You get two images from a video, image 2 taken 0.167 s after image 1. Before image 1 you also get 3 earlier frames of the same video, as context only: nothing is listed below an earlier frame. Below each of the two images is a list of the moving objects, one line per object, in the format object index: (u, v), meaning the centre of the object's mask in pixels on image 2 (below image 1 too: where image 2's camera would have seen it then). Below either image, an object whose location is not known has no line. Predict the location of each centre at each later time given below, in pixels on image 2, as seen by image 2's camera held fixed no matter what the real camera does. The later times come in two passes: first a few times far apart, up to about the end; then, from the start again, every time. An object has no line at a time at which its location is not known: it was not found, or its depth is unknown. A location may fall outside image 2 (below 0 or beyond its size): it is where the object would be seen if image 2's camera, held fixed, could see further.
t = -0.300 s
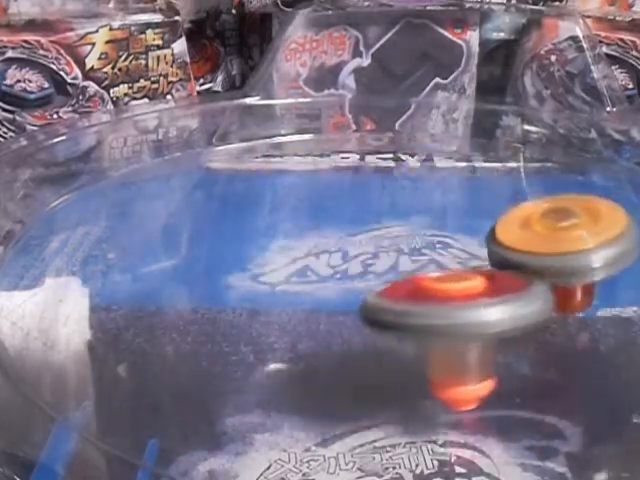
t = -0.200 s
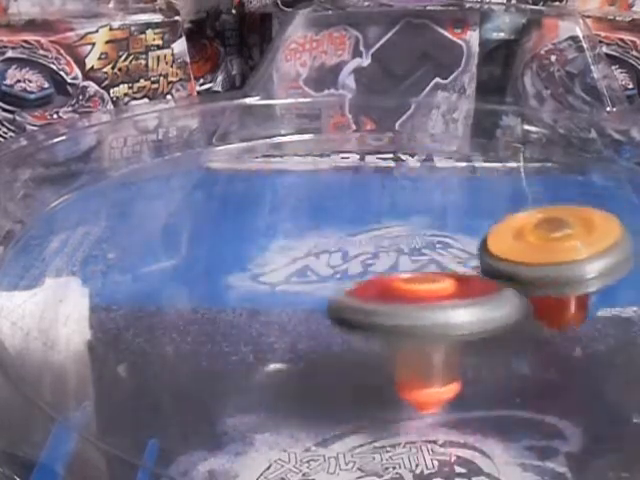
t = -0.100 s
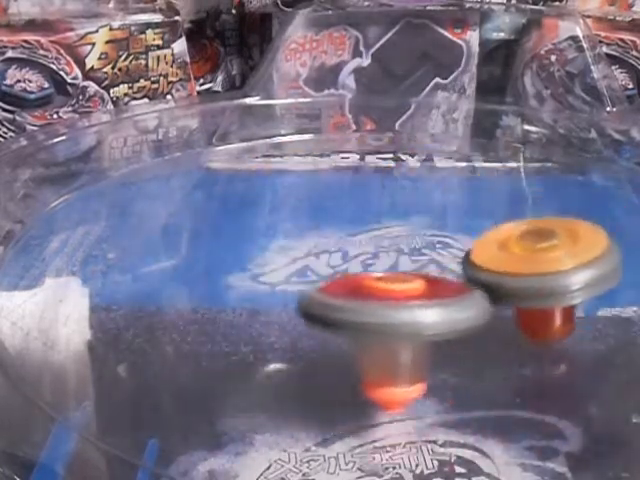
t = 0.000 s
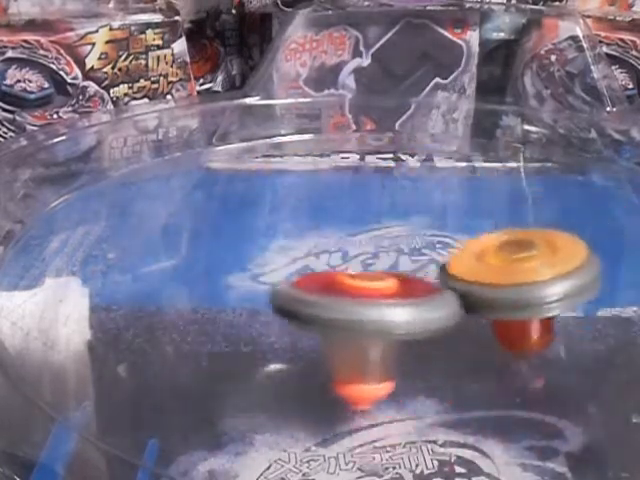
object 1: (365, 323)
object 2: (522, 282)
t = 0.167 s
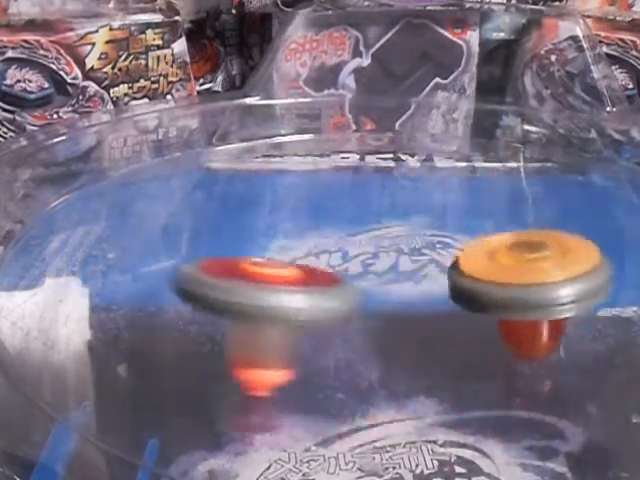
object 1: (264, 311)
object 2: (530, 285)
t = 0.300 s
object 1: (227, 298)
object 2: (512, 278)
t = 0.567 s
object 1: (198, 264)
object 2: (406, 283)
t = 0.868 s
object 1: (207, 223)
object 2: (322, 289)
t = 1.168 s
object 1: (258, 196)
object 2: (331, 270)
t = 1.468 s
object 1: (318, 134)
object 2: (383, 289)
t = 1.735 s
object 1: (362, 149)
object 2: (429, 254)
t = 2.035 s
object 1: (447, 159)
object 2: (411, 243)
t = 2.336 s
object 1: (527, 191)
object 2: (399, 246)
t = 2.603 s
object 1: (587, 224)
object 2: (422, 256)
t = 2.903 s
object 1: (602, 262)
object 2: (451, 260)
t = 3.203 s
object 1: (583, 308)
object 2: (416, 259)
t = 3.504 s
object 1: (480, 328)
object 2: (375, 262)
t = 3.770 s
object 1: (398, 334)
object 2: (335, 234)
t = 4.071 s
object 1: (272, 288)
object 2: (334, 221)
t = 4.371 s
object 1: (183, 237)
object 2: (369, 221)
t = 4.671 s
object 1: (203, 208)
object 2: (409, 219)
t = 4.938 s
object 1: (276, 194)
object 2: (443, 228)
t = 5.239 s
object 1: (359, 173)
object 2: (474, 247)
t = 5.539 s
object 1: (434, 163)
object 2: (479, 265)
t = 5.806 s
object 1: (498, 178)
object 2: (456, 276)
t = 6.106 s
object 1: (564, 217)
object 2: (405, 277)
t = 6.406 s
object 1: (588, 259)
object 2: (355, 269)
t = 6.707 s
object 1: (561, 293)
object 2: (328, 254)
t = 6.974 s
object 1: (474, 316)
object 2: (330, 241)
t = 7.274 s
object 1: (363, 316)
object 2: (357, 223)
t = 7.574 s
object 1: (260, 288)
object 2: (390, 220)
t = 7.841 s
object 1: (219, 245)
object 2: (427, 221)
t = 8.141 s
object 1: (237, 215)
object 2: (462, 233)
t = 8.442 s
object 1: (299, 196)
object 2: (479, 255)
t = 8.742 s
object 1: (368, 189)
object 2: (471, 273)
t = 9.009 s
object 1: (431, 188)
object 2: (432, 279)
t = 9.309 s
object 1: (525, 213)
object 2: (368, 275)
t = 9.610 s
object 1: (581, 242)
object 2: (329, 263)
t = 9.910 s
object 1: (572, 277)
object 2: (329, 247)
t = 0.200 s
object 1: (252, 309)
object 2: (528, 283)
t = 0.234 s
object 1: (242, 305)
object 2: (523, 281)
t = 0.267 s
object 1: (233, 302)
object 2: (518, 280)
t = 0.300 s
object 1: (227, 298)
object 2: (512, 278)
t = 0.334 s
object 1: (219, 294)
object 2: (502, 278)
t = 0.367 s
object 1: (214, 290)
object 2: (493, 279)
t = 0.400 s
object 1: (210, 286)
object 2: (481, 279)
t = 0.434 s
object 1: (207, 282)
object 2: (467, 280)
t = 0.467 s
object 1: (205, 278)
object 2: (454, 281)
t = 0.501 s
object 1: (202, 273)
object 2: (438, 282)
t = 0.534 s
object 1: (200, 269)
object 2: (423, 283)
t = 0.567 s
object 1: (198, 264)
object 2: (406, 283)
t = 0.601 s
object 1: (197, 259)
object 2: (392, 284)
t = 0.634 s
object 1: (197, 254)
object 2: (377, 285)
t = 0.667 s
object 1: (197, 249)
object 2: (364, 285)
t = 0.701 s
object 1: (197, 244)
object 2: (353, 286)
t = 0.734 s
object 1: (197, 240)
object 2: (343, 288)
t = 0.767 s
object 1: (198, 235)
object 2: (336, 288)
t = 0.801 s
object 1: (200, 231)
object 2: (330, 289)
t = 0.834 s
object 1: (203, 227)
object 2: (326, 289)
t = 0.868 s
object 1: (207, 223)
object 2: (322, 289)
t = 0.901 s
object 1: (211, 221)
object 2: (320, 287)
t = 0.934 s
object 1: (216, 218)
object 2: (319, 286)
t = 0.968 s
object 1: (221, 215)
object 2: (318, 284)
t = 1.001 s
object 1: (227, 211)
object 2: (319, 282)
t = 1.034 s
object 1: (233, 208)
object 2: (321, 279)
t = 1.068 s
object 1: (238, 205)
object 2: (323, 277)
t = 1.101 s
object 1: (244, 202)
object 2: (326, 275)
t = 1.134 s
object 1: (251, 199)
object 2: (330, 272)
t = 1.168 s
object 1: (258, 196)
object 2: (331, 270)
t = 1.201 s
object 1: (265, 192)
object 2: (333, 268)
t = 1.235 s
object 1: (272, 189)
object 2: (333, 265)
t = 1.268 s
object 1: (280, 185)
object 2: (331, 263)
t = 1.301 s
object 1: (289, 178)
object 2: (329, 262)
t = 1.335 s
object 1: (296, 166)
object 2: (336, 275)
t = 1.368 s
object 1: (302, 153)
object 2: (345, 285)
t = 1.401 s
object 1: (309, 143)
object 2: (358, 290)
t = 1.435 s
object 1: (313, 138)
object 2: (370, 291)
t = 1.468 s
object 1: (318, 134)
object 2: (383, 289)
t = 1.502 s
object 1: (322, 132)
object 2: (396, 286)
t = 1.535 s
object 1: (325, 131)
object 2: (406, 281)
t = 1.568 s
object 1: (330, 131)
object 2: (415, 277)
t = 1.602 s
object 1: (335, 133)
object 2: (421, 272)
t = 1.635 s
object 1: (339, 136)
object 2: (425, 267)
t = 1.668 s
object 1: (347, 140)
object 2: (428, 263)
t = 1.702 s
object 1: (354, 144)
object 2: (430, 258)
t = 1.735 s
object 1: (362, 149)
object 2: (429, 254)
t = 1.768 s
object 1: (369, 154)
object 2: (428, 250)
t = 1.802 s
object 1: (378, 157)
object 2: (428, 245)
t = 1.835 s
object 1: (385, 158)
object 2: (425, 240)
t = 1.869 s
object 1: (396, 160)
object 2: (423, 238)
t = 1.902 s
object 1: (405, 158)
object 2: (422, 242)
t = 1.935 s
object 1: (414, 157)
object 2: (420, 244)
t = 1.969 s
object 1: (424, 157)
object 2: (417, 245)
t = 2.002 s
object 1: (436, 157)
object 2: (413, 244)
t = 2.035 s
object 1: (447, 159)
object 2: (411, 243)
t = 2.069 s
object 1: (457, 161)
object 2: (410, 242)
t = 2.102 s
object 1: (468, 164)
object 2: (409, 241)
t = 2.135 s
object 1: (479, 167)
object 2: (407, 241)
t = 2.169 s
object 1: (487, 170)
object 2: (406, 241)
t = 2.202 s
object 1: (497, 175)
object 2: (404, 242)
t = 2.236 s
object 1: (506, 178)
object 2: (402, 243)
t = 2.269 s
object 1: (512, 182)
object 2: (401, 244)
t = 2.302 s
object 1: (520, 186)
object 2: (399, 245)
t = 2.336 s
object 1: (527, 191)
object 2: (399, 246)
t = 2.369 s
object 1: (536, 194)
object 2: (398, 247)
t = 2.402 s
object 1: (545, 199)
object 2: (399, 248)
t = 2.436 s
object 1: (555, 203)
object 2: (401, 248)
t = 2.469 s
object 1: (564, 207)
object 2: (404, 249)
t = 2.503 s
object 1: (571, 211)
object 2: (408, 250)
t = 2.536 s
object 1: (577, 215)
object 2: (414, 252)
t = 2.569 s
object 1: (582, 220)
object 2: (418, 255)
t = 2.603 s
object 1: (587, 224)
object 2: (422, 256)
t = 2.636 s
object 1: (591, 228)
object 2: (427, 256)
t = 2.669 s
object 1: (594, 233)
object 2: (432, 257)
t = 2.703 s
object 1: (597, 236)
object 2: (436, 258)
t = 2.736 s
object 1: (598, 241)
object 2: (440, 259)
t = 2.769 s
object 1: (600, 244)
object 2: (444, 259)
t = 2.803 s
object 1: (601, 248)
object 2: (447, 259)
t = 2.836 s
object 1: (602, 253)
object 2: (450, 259)
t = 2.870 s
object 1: (602, 257)
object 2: (451, 260)
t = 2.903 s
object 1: (602, 262)
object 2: (451, 260)
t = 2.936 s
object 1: (601, 267)
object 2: (450, 260)
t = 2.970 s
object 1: (600, 271)
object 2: (450, 260)
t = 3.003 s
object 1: (599, 277)
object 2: (447, 259)
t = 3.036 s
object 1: (597, 282)
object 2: (443, 259)
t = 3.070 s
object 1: (595, 288)
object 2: (438, 259)
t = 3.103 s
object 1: (593, 293)
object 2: (433, 259)
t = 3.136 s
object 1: (590, 299)
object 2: (428, 259)
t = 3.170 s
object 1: (587, 304)
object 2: (422, 259)
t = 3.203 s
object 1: (583, 308)
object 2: (416, 259)
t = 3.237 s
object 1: (577, 311)
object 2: (411, 259)
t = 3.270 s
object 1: (569, 314)
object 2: (405, 260)
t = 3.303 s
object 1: (559, 316)
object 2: (399, 260)
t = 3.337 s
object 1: (548, 318)
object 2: (394, 261)
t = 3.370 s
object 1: (535, 321)
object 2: (390, 262)
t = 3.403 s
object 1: (521, 322)
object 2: (386, 263)
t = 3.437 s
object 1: (508, 324)
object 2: (382, 264)
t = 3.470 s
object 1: (494, 326)
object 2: (378, 263)
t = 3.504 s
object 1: (480, 328)
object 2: (375, 262)
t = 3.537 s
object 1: (473, 329)
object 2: (369, 255)
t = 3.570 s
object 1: (471, 339)
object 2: (362, 250)
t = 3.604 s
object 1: (463, 342)
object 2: (358, 245)
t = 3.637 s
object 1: (444, 342)
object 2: (353, 240)
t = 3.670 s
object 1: (432, 341)
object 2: (348, 238)
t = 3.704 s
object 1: (422, 340)
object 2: (344, 236)
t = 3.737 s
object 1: (409, 337)
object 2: (339, 235)
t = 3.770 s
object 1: (398, 334)
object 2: (335, 234)
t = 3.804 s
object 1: (386, 330)
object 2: (331, 232)
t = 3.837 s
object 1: (371, 324)
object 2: (329, 229)
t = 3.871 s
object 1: (359, 321)
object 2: (328, 228)
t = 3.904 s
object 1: (345, 317)
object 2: (327, 227)
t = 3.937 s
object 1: (328, 311)
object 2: (327, 225)
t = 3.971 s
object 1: (314, 306)
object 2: (328, 224)
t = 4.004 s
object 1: (299, 300)
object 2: (329, 222)
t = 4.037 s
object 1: (285, 295)
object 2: (331, 221)
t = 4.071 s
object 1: (272, 288)
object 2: (334, 221)
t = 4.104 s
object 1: (260, 282)
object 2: (336, 221)
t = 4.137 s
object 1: (245, 277)
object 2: (341, 222)
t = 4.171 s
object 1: (231, 271)
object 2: (344, 225)
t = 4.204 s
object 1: (219, 265)
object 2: (348, 224)
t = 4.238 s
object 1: (208, 259)
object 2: (351, 223)
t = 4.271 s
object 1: (200, 253)
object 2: (356, 222)
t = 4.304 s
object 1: (193, 248)
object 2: (360, 222)
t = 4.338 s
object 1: (188, 242)
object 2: (365, 221)
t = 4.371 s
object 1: (183, 237)
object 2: (369, 221)
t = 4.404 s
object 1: (179, 231)
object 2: (373, 220)
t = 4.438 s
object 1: (178, 227)
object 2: (378, 219)
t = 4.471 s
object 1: (178, 223)
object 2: (383, 219)
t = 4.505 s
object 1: (179, 219)
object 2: (388, 219)
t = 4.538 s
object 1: (182, 217)
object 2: (392, 218)
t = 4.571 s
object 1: (185, 214)
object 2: (396, 218)
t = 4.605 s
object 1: (191, 212)
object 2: (400, 219)
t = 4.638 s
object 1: (197, 210)
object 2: (405, 219)
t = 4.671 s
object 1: (203, 208)
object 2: (409, 219)
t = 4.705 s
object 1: (211, 206)
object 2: (413, 219)
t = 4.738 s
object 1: (219, 204)
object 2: (418, 220)
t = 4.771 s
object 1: (228, 202)
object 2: (422, 221)
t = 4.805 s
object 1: (239, 201)
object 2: (427, 222)
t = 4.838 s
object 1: (249, 199)
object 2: (431, 224)
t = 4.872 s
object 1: (257, 197)
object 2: (435, 225)
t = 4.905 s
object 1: (266, 196)
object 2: (439, 226)
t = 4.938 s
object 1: (276, 194)
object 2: (443, 228)
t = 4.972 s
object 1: (285, 193)
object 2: (448, 229)
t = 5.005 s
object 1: (294, 190)
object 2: (452, 231)
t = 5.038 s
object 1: (304, 188)
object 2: (456, 233)
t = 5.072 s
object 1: (313, 186)
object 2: (459, 236)
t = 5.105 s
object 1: (323, 184)
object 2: (463, 238)
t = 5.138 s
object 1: (331, 181)
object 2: (467, 240)
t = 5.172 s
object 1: (341, 178)
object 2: (469, 242)
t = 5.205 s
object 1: (350, 176)
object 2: (472, 244)
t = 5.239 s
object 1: (359, 173)
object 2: (474, 247)
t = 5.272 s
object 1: (368, 170)
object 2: (476, 248)
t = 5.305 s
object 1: (375, 168)
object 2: (478, 250)
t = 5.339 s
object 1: (383, 168)
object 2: (479, 253)
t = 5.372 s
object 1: (393, 166)
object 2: (480, 255)
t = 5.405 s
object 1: (401, 165)
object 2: (481, 257)
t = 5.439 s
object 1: (409, 164)
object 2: (481, 259)
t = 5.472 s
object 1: (418, 164)
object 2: (481, 261)
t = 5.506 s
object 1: (427, 163)
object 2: (480, 263)
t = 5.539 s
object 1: (434, 163)
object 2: (479, 265)
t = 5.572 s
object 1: (443, 163)
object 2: (478, 267)
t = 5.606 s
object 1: (450, 164)
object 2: (476, 268)
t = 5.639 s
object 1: (458, 165)
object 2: (474, 270)
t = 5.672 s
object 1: (467, 168)
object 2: (472, 271)
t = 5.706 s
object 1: (474, 170)
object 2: (468, 273)
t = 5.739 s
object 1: (483, 172)
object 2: (465, 274)
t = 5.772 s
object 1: (491, 175)
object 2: (461, 275)
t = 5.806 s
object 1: (498, 178)
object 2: (456, 276)
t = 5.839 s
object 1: (506, 182)
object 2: (452, 277)
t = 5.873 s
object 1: (513, 186)
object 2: (447, 277)
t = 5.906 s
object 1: (520, 191)
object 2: (442, 278)
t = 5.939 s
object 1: (527, 195)
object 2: (436, 278)
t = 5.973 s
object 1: (535, 200)
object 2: (429, 278)
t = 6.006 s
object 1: (542, 205)
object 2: (423, 278)
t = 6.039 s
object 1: (550, 209)
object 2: (417, 277)
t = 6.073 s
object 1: (557, 213)
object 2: (412, 277)
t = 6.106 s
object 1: (564, 217)
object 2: (405, 277)
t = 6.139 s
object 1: (569, 221)
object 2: (398, 277)
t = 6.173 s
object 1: (573, 226)
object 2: (393, 276)
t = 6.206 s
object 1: (577, 231)
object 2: (387, 275)
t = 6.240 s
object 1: (581, 236)
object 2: (381, 274)
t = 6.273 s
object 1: (583, 241)
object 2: (375, 274)
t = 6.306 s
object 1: (586, 245)
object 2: (369, 272)
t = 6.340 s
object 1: (587, 250)
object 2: (364, 271)
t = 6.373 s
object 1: (588, 254)
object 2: (359, 270)
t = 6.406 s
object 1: (588, 259)
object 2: (355, 269)
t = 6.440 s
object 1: (589, 264)
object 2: (351, 267)
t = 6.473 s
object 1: (588, 267)
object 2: (346, 265)
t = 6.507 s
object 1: (588, 272)
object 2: (343, 264)
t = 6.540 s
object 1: (586, 277)
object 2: (339, 262)
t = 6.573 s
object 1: (583, 281)
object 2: (336, 261)
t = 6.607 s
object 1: (579, 283)
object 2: (334, 259)
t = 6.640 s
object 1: (574, 287)
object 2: (332, 258)
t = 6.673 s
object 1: (568, 290)
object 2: (329, 256)
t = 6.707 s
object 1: (561, 293)
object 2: (328, 254)
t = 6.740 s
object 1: (553, 297)
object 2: (327, 252)
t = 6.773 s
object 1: (542, 300)
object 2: (326, 251)
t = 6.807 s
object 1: (531, 303)
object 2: (326, 248)
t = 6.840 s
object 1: (520, 306)
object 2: (325, 247)
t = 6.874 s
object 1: (510, 309)
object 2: (326, 245)
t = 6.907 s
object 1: (497, 312)
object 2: (327, 244)
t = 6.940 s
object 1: (486, 314)
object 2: (328, 242)
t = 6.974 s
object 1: (474, 316)
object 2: (330, 241)
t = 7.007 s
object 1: (463, 318)
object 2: (331, 239)
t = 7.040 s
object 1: (453, 320)
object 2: (334, 238)
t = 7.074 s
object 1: (439, 320)
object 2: (336, 236)
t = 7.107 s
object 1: (427, 321)
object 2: (339, 233)
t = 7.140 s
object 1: (412, 319)
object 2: (343, 230)
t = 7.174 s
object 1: (402, 320)
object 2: (346, 227)
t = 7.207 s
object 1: (390, 320)
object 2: (350, 226)
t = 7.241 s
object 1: (379, 320)
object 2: (352, 224)
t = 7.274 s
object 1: (363, 316)
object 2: (357, 223)
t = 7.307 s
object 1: (351, 316)
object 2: (360, 222)
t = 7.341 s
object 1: (340, 315)
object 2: (364, 221)
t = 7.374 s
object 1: (326, 311)
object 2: (367, 220)
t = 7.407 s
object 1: (314, 308)
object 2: (370, 220)
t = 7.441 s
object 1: (302, 306)
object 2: (374, 220)
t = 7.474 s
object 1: (291, 302)
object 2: (378, 220)
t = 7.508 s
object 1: (282, 297)
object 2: (382, 221)
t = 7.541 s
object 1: (271, 293)
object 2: (386, 221)
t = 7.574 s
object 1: (260, 288)
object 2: (390, 220)
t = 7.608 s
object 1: (252, 282)
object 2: (394, 220)
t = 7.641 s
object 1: (245, 277)
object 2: (398, 220)
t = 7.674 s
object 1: (237, 272)
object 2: (402, 219)
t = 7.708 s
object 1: (232, 267)
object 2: (407, 220)
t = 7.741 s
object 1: (227, 261)
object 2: (412, 220)
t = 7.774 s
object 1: (223, 256)
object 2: (417, 220)
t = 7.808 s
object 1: (220, 250)
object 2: (422, 221)
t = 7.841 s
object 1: (219, 245)
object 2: (427, 221)
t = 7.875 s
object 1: (217, 240)
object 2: (431, 222)
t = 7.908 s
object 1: (217, 237)
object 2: (436, 223)
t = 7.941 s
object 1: (218, 233)
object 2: (440, 224)
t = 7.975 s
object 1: (219, 228)
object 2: (444, 225)
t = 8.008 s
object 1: (221, 226)
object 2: (448, 226)
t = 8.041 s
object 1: (224, 222)
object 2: (452, 227)
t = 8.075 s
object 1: (227, 220)
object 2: (455, 229)
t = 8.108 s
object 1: (232, 217)
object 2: (459, 231)
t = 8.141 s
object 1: (237, 215)
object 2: (462, 233)
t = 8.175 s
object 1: (243, 212)
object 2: (465, 235)
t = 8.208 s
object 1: (249, 210)
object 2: (468, 238)
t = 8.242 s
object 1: (255, 207)
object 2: (470, 240)
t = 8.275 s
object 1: (262, 205)
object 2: (472, 242)
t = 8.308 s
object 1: (269, 203)
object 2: (475, 245)
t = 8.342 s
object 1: (275, 201)
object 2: (476, 247)
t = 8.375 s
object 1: (283, 199)
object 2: (478, 250)
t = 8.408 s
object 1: (291, 198)
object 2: (479, 253)
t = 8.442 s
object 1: (299, 196)
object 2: (479, 255)
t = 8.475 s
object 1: (307, 195)
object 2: (479, 257)
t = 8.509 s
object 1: (314, 193)
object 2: (480, 260)
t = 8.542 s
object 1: (323, 192)
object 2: (480, 261)
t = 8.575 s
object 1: (330, 191)
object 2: (479, 264)
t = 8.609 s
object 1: (337, 191)
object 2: (478, 266)
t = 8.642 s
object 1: (345, 190)
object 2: (476, 268)
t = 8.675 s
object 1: (352, 189)
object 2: (475, 270)
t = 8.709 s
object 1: (360, 189)
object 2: (473, 271)
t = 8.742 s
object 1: (368, 189)
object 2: (471, 273)
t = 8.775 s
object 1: (374, 189)
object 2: (467, 275)
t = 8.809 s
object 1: (381, 188)
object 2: (463, 276)
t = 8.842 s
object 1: (388, 188)
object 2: (460, 277)
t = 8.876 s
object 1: (396, 187)
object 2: (455, 278)
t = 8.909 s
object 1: (404, 186)
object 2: (450, 278)
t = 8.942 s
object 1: (412, 187)
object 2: (444, 279)
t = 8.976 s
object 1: (420, 187)
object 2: (438, 279)
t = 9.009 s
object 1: (431, 188)
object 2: (432, 279)
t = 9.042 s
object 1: (443, 189)
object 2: (425, 280)
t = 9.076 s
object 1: (454, 191)
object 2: (418, 279)
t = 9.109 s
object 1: (466, 194)
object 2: (410, 280)
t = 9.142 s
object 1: (477, 198)
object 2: (403, 279)
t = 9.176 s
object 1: (488, 203)
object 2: (396, 278)
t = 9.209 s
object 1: (497, 206)
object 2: (388, 278)
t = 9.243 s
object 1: (507, 208)
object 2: (381, 277)
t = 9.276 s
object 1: (516, 210)
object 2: (375, 276)
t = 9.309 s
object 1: (525, 213)
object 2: (368, 275)
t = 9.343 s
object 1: (535, 216)
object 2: (362, 274)
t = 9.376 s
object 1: (544, 217)
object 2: (356, 274)
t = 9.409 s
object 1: (553, 220)
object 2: (351, 272)
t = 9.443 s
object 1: (561, 223)
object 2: (345, 271)
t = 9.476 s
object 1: (567, 226)
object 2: (340, 269)
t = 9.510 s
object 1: (571, 230)
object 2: (337, 268)
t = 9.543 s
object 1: (575, 234)
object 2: (334, 267)
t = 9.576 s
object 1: (579, 238)
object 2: (331, 265)
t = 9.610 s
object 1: (581, 242)
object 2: (329, 263)
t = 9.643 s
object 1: (584, 246)
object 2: (328, 261)
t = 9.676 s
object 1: (585, 250)
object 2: (326, 259)
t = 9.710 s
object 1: (585, 253)
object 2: (326, 258)
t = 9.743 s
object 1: (585, 257)
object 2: (325, 256)
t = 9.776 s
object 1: (584, 261)
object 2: (325, 255)
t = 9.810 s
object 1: (583, 265)
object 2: (326, 253)
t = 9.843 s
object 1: (580, 269)
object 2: (326, 251)
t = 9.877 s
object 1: (577, 273)
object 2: (327, 249)
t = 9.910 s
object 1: (572, 277)
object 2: (329, 247)
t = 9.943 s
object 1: (568, 280)
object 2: (331, 245)
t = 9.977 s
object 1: (562, 284)
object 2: (333, 243)
